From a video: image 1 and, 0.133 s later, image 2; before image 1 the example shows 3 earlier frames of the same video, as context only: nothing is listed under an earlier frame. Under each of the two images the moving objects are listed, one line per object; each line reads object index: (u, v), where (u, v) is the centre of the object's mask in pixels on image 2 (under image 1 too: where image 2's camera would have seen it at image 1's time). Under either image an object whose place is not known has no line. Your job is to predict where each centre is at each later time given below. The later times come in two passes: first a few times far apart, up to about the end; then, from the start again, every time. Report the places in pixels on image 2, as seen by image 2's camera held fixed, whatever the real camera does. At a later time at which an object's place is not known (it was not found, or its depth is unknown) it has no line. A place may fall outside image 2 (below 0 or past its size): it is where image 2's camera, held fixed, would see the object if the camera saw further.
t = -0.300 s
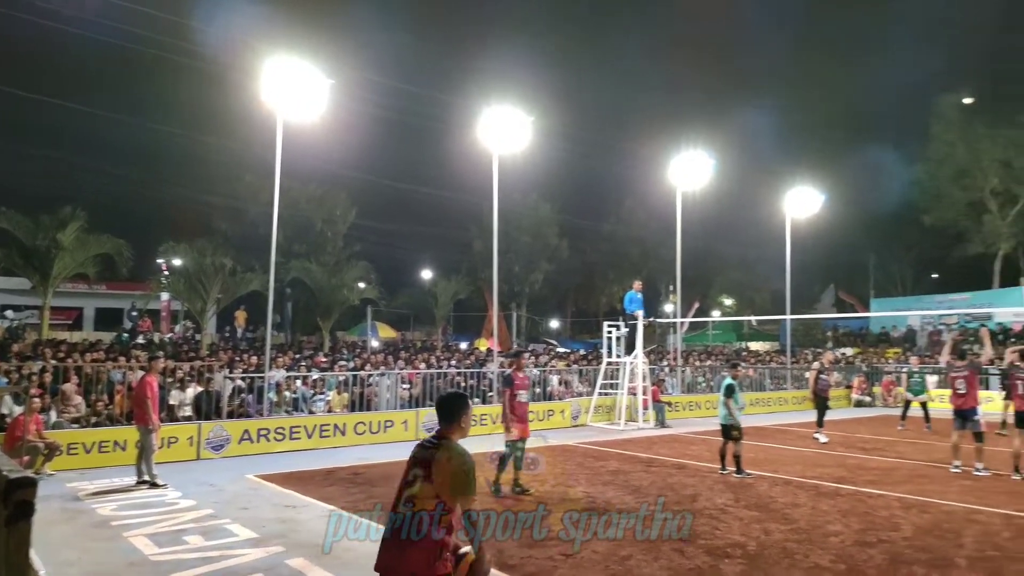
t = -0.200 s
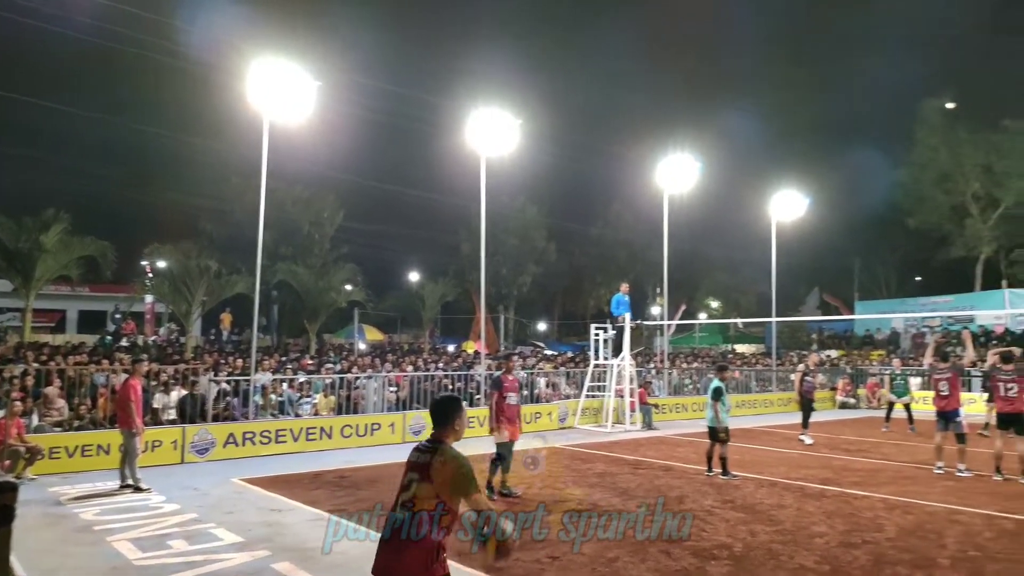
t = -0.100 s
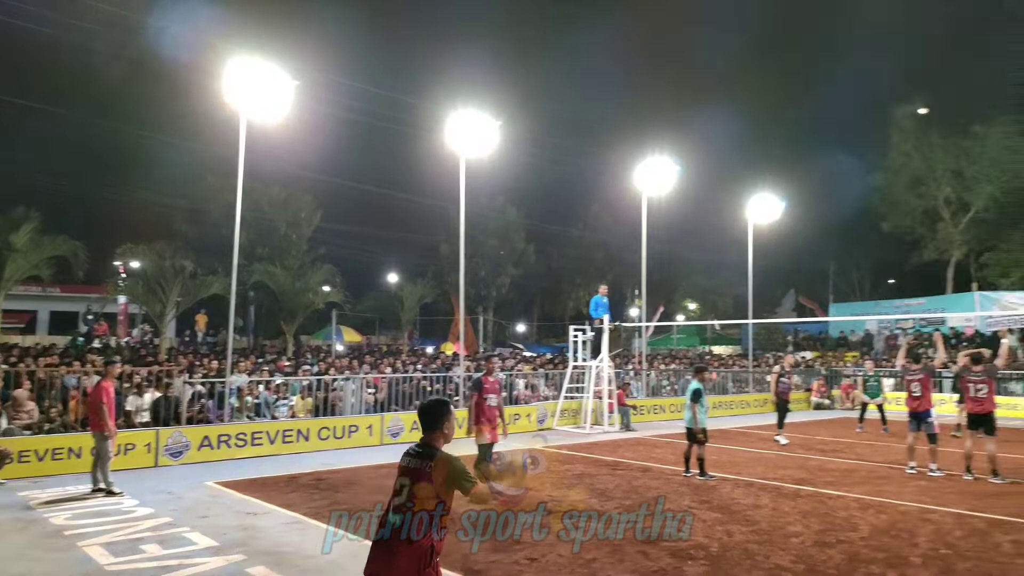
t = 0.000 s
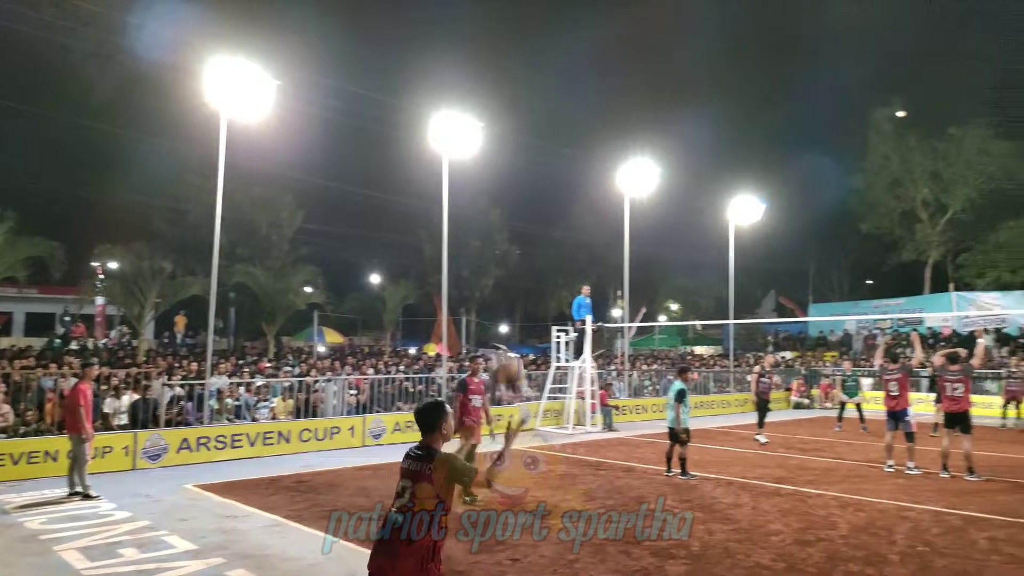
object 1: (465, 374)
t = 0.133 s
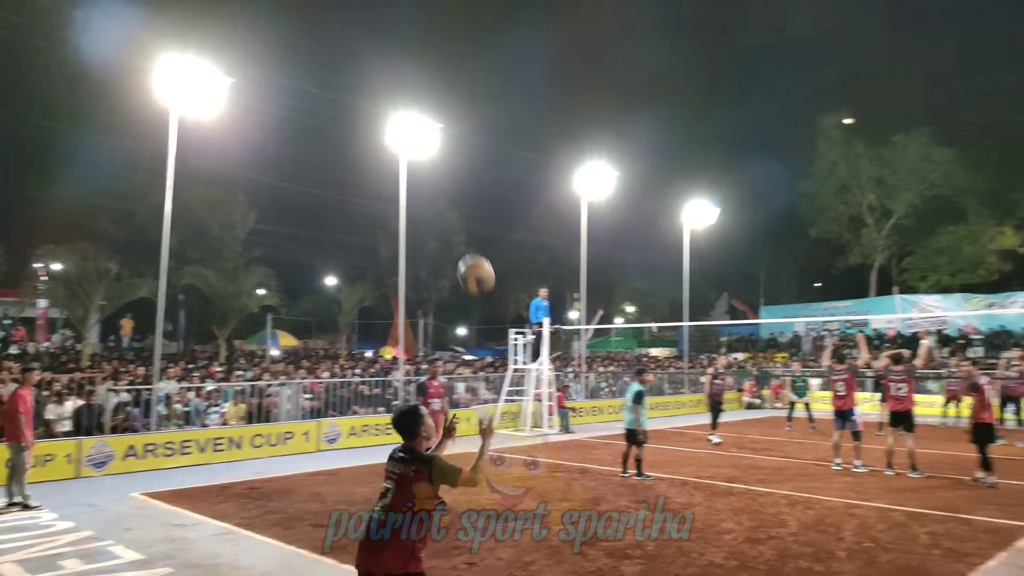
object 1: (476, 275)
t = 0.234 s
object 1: (485, 221)
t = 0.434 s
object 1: (502, 164)
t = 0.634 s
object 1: (515, 168)
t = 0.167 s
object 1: (479, 254)
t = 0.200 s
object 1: (482, 237)
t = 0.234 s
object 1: (485, 221)
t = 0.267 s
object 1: (487, 207)
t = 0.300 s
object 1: (490, 195)
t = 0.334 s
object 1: (493, 184)
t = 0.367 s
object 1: (496, 175)
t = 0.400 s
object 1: (499, 169)
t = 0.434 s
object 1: (502, 164)
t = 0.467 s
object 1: (504, 161)
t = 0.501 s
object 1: (507, 159)
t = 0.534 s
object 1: (509, 159)
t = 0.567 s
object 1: (511, 160)
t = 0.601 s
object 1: (513, 163)
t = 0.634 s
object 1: (515, 168)
